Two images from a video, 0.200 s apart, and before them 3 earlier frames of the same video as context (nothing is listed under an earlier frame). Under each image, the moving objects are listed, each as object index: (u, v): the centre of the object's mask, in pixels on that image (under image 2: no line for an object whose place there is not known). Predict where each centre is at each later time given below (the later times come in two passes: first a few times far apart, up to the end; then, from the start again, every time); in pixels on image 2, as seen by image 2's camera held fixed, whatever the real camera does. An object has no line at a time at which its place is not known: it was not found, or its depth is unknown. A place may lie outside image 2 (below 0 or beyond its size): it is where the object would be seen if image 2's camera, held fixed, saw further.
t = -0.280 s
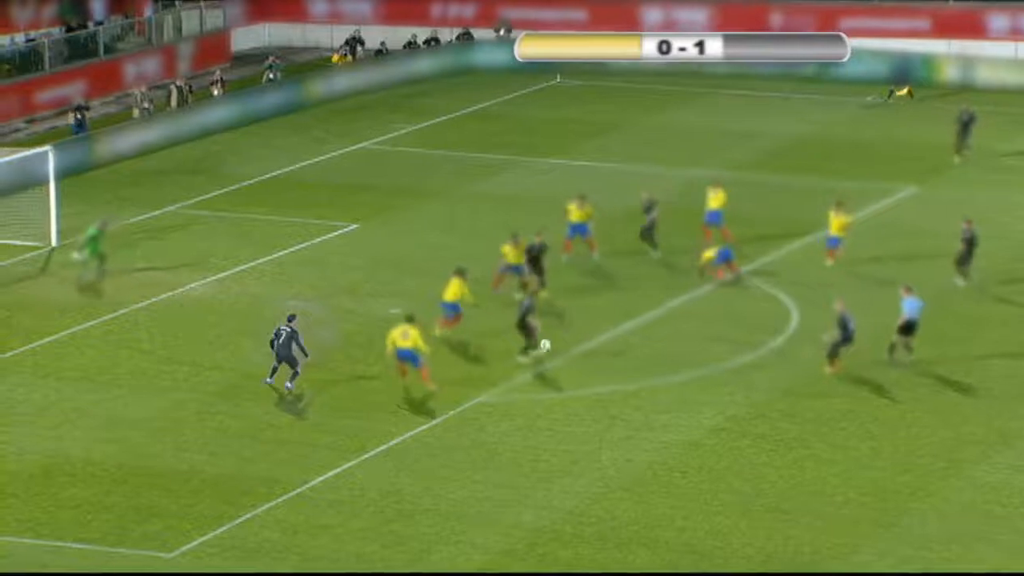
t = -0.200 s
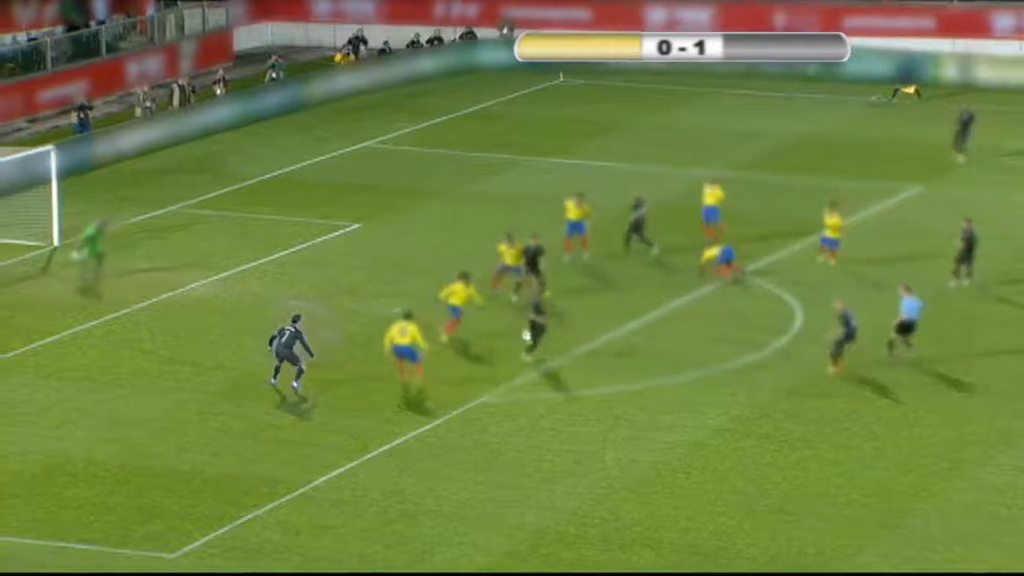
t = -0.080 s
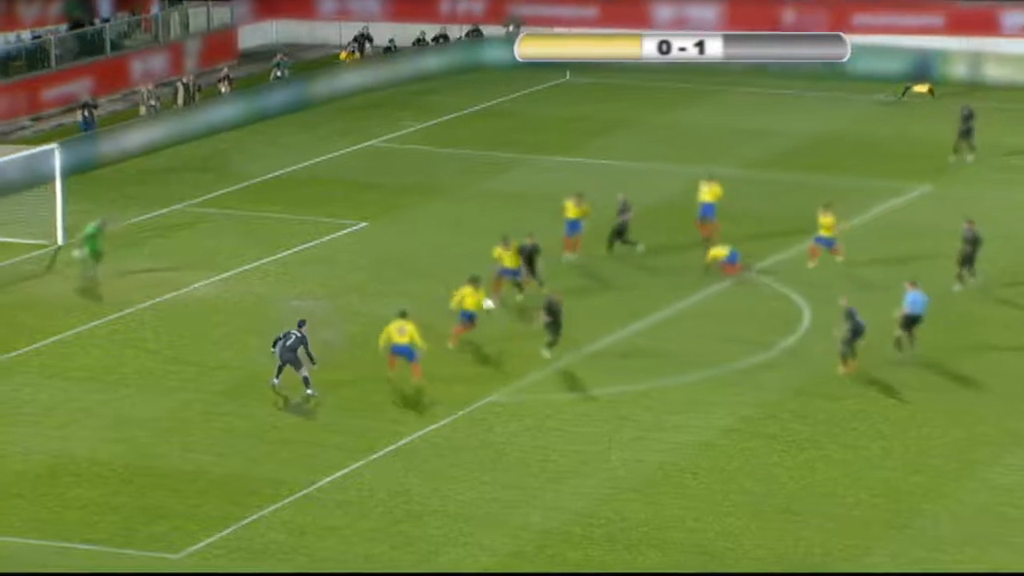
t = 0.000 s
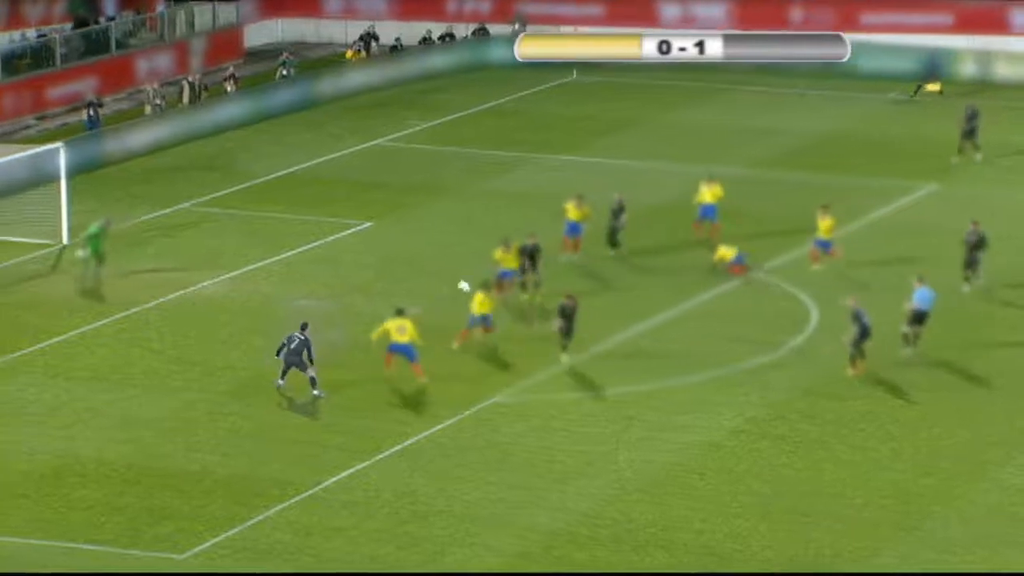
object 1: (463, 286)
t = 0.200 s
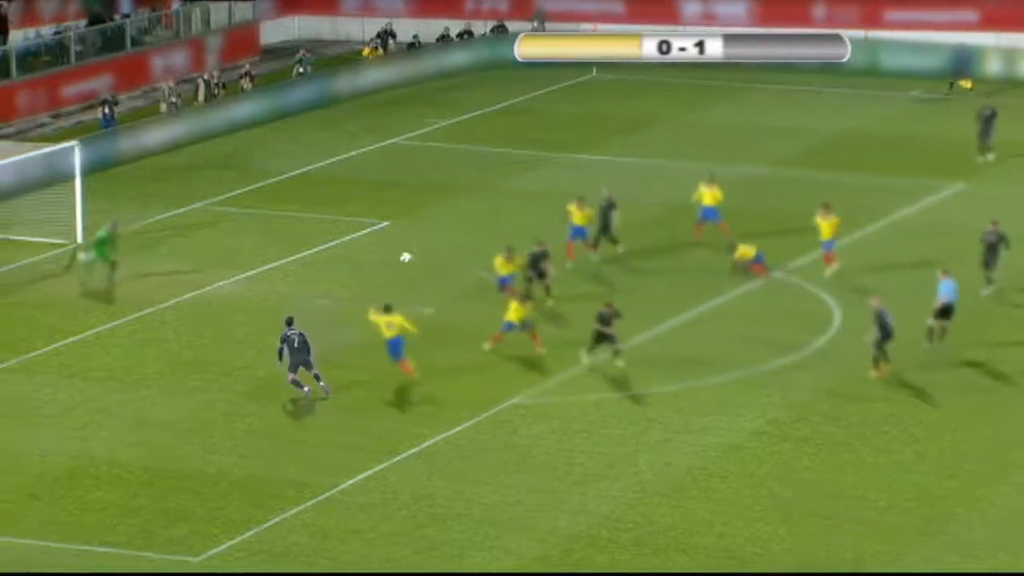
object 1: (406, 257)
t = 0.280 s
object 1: (376, 251)
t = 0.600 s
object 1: (259, 260)
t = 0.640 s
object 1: (246, 264)
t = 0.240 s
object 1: (390, 254)
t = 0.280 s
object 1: (376, 251)
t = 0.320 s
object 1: (361, 250)
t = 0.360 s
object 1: (347, 249)
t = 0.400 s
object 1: (332, 249)
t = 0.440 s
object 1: (317, 250)
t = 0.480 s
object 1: (302, 251)
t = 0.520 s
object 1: (288, 253)
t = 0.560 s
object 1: (273, 257)
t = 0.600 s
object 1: (259, 260)
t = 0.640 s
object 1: (246, 264)
